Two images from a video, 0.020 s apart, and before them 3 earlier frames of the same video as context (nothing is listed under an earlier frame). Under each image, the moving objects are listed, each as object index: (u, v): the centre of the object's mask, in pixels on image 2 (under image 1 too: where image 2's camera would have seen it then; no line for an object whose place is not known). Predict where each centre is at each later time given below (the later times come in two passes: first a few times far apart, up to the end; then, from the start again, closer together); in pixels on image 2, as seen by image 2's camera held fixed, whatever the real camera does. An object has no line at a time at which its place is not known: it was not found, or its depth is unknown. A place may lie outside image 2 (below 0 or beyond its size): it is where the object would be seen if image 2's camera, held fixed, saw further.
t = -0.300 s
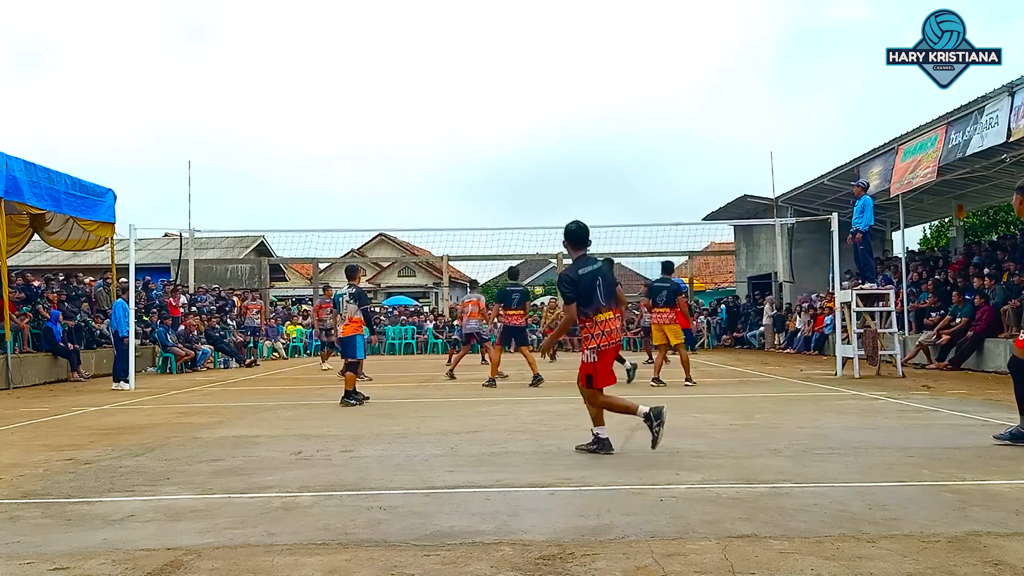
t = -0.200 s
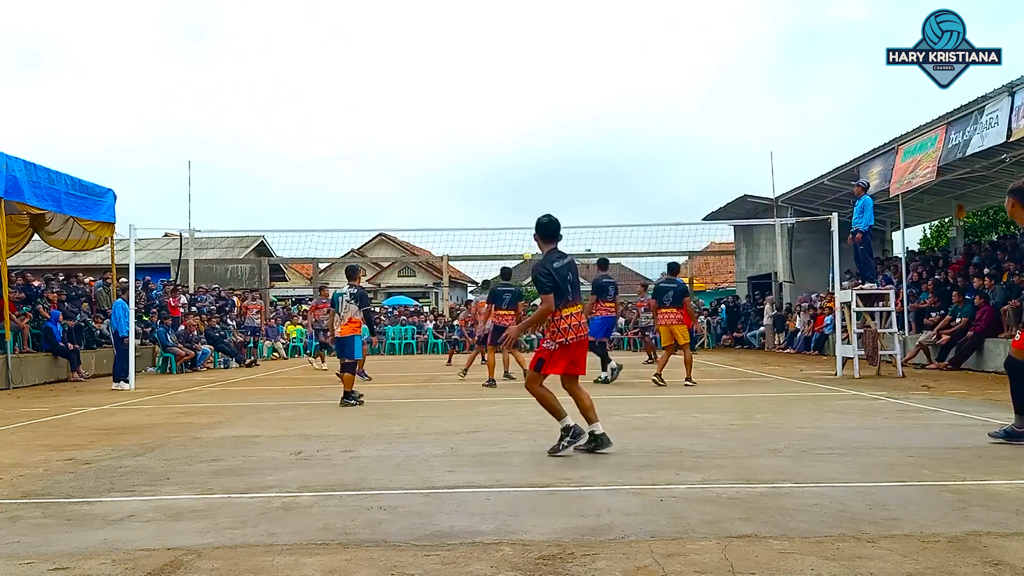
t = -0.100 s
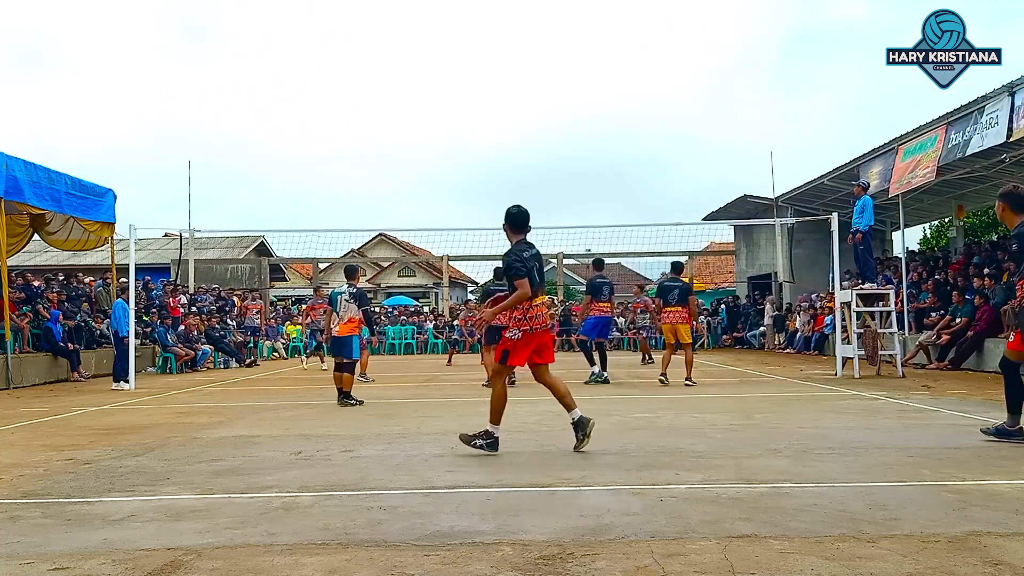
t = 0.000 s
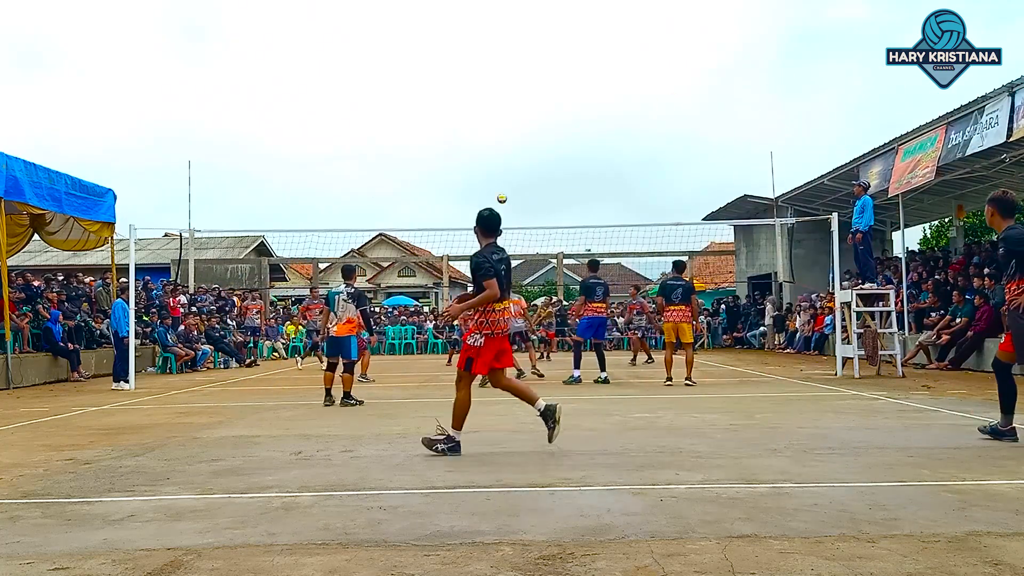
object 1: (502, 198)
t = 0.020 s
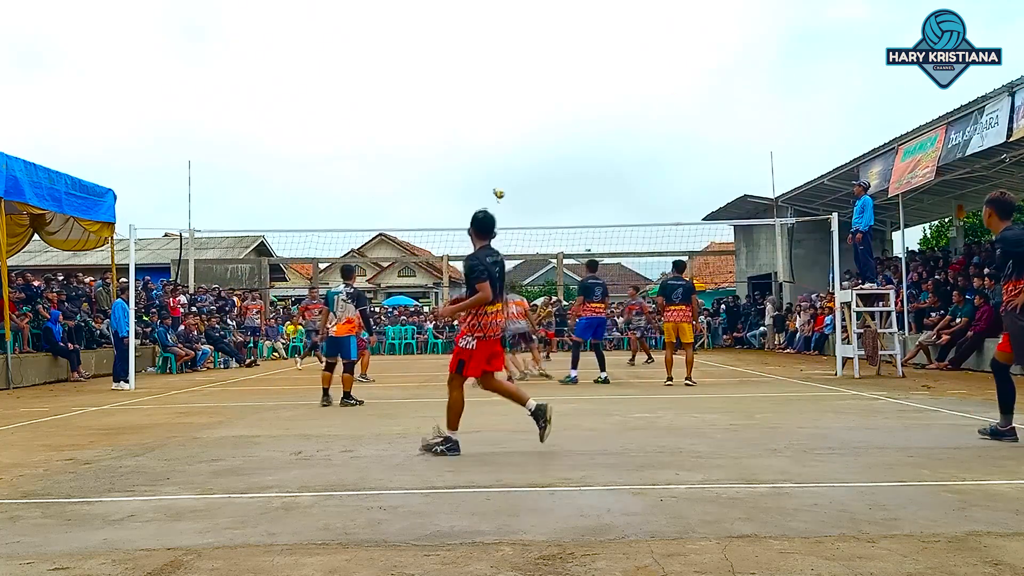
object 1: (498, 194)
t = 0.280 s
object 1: (464, 143)
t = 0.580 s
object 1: (420, 120)
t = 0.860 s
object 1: (376, 139)
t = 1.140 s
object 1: (328, 204)
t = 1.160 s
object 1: (325, 208)
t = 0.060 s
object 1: (493, 184)
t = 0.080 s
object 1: (491, 180)
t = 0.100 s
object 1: (488, 175)
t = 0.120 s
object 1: (486, 171)
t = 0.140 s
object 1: (483, 168)
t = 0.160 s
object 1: (481, 163)
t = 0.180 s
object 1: (478, 160)
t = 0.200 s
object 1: (475, 155)
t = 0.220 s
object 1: (473, 153)
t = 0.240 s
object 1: (470, 150)
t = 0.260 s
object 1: (466, 146)
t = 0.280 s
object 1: (464, 143)
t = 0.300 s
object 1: (461, 140)
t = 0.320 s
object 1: (458, 138)
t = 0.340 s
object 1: (456, 136)
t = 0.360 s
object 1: (453, 133)
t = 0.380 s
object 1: (450, 131)
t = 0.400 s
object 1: (447, 129)
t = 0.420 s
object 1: (444, 128)
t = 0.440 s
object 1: (441, 126)
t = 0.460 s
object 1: (438, 125)
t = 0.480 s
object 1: (435, 124)
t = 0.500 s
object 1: (432, 123)
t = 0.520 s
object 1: (429, 122)
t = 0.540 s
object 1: (426, 121)
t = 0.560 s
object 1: (423, 121)
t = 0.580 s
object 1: (420, 120)
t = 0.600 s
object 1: (417, 120)
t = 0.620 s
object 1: (415, 121)
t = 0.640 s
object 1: (411, 121)
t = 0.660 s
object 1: (408, 122)
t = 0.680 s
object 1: (405, 122)
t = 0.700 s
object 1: (403, 123)
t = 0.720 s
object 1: (399, 125)
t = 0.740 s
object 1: (396, 126)
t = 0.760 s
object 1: (392, 128)
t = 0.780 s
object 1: (389, 130)
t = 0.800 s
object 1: (386, 132)
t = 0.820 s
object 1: (383, 134)
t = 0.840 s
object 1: (380, 137)
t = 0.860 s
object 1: (376, 139)
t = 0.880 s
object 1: (373, 142)
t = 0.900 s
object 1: (370, 146)
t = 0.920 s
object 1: (366, 149)
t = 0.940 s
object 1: (363, 153)
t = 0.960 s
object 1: (359, 157)
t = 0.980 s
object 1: (356, 161)
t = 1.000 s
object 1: (353, 165)
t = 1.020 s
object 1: (349, 170)
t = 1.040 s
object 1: (346, 174)
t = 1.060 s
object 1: (342, 180)
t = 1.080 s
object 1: (339, 186)
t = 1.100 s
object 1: (335, 191)
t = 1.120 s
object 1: (332, 197)
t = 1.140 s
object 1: (328, 204)
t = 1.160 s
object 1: (325, 208)
